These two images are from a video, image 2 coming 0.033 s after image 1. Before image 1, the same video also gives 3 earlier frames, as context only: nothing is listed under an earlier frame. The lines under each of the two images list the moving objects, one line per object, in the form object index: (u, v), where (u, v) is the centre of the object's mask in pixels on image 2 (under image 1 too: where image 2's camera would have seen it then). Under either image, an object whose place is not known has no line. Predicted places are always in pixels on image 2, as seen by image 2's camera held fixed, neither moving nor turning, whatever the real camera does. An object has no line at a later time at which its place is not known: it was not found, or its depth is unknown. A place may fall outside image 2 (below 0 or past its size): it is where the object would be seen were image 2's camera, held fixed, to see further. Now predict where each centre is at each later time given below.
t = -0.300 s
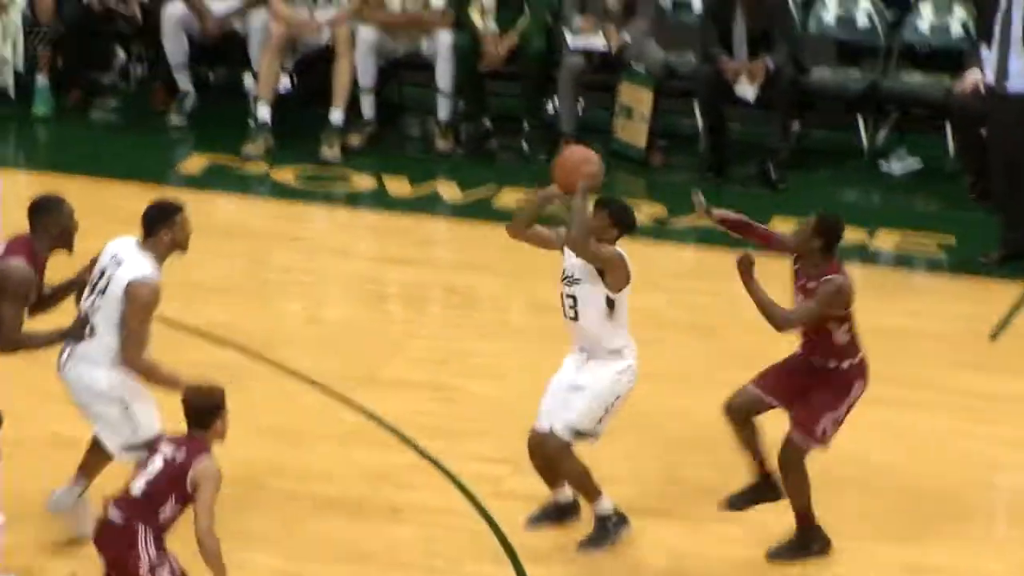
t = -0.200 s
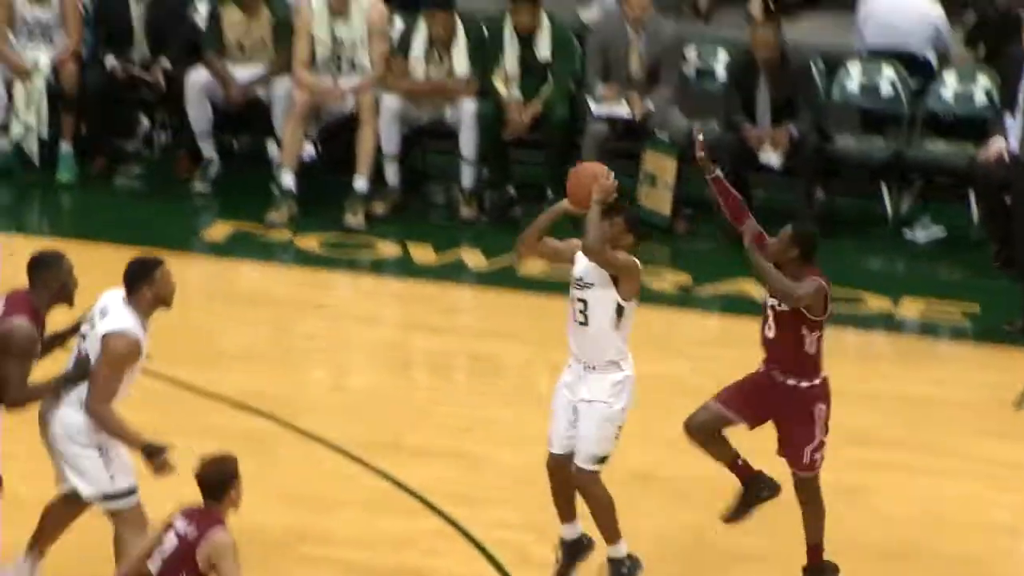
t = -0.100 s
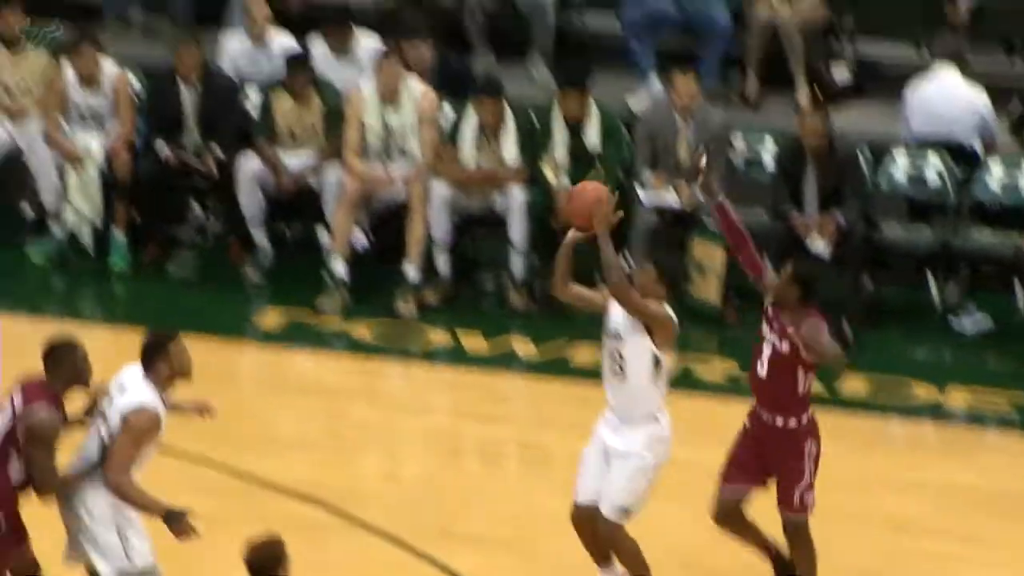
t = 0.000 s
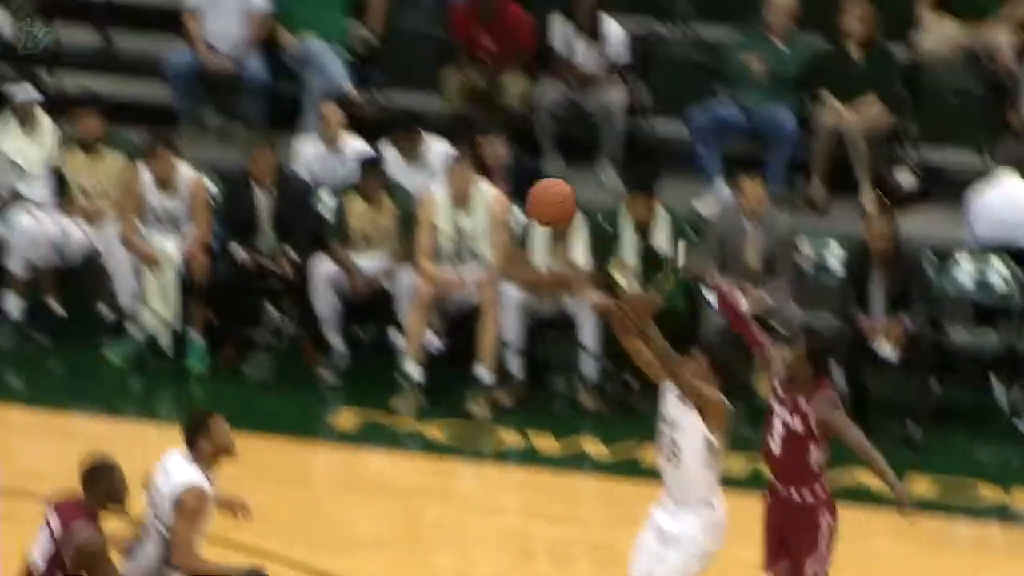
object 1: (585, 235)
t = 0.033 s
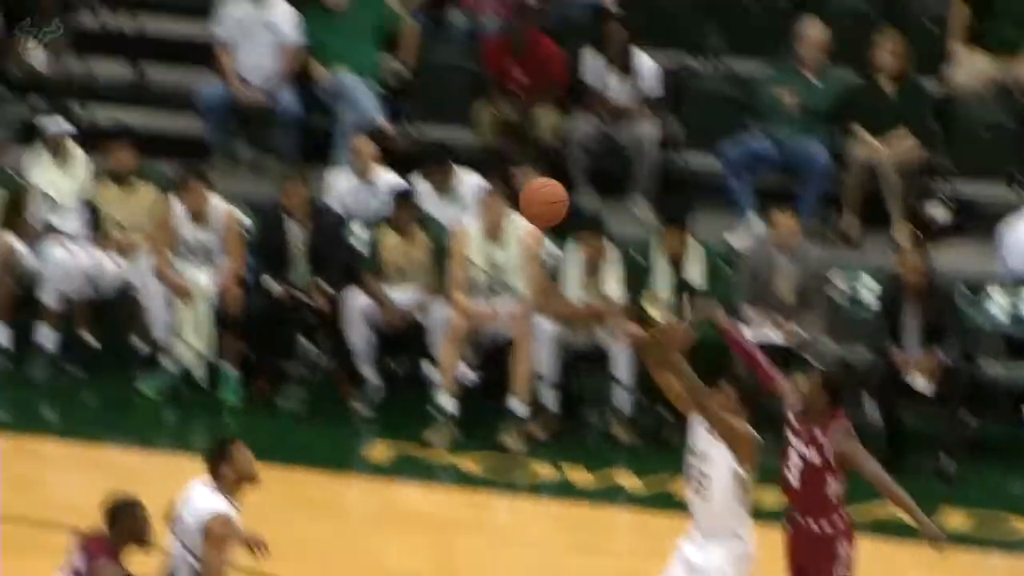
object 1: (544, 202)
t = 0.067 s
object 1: (504, 171)
